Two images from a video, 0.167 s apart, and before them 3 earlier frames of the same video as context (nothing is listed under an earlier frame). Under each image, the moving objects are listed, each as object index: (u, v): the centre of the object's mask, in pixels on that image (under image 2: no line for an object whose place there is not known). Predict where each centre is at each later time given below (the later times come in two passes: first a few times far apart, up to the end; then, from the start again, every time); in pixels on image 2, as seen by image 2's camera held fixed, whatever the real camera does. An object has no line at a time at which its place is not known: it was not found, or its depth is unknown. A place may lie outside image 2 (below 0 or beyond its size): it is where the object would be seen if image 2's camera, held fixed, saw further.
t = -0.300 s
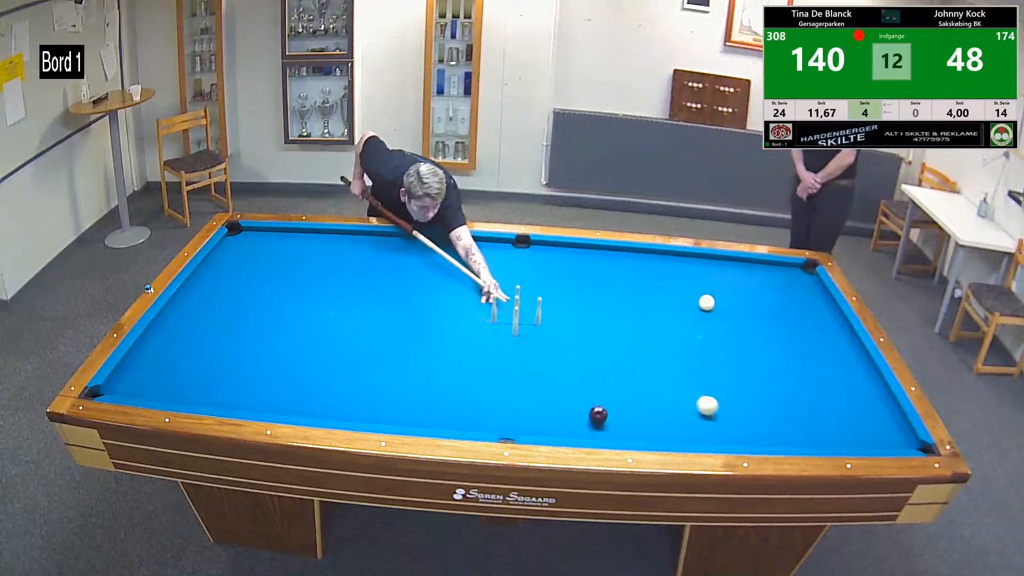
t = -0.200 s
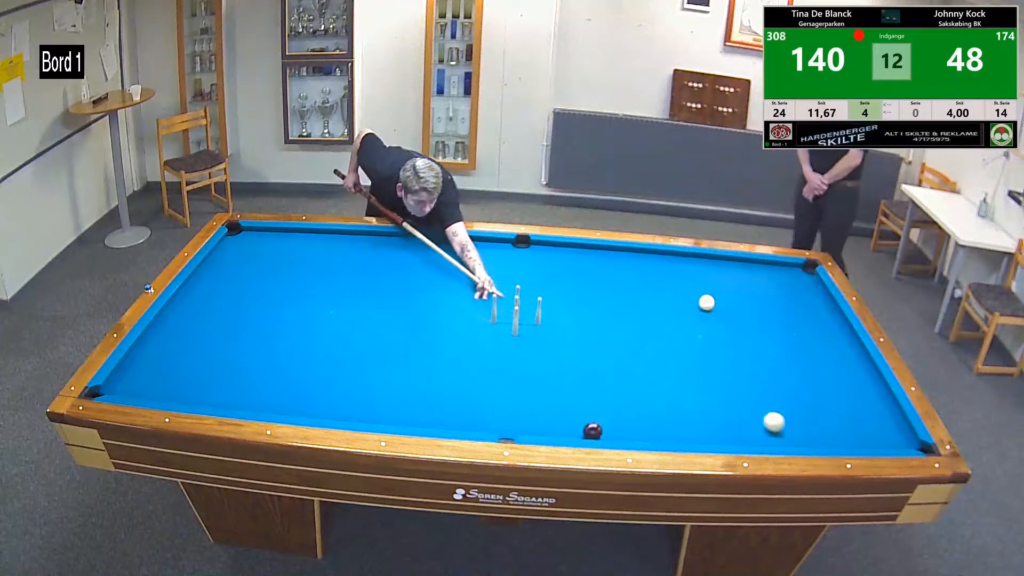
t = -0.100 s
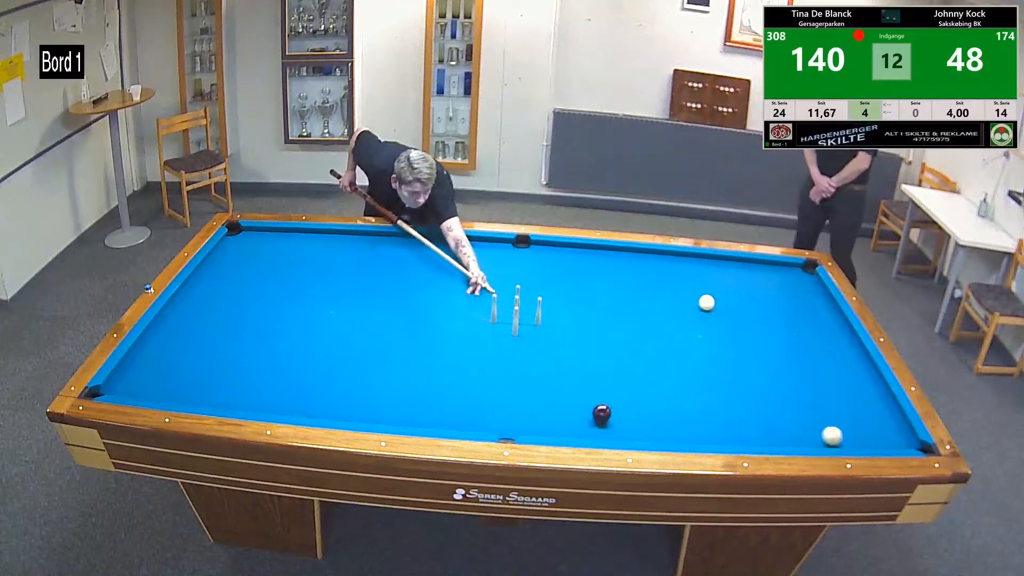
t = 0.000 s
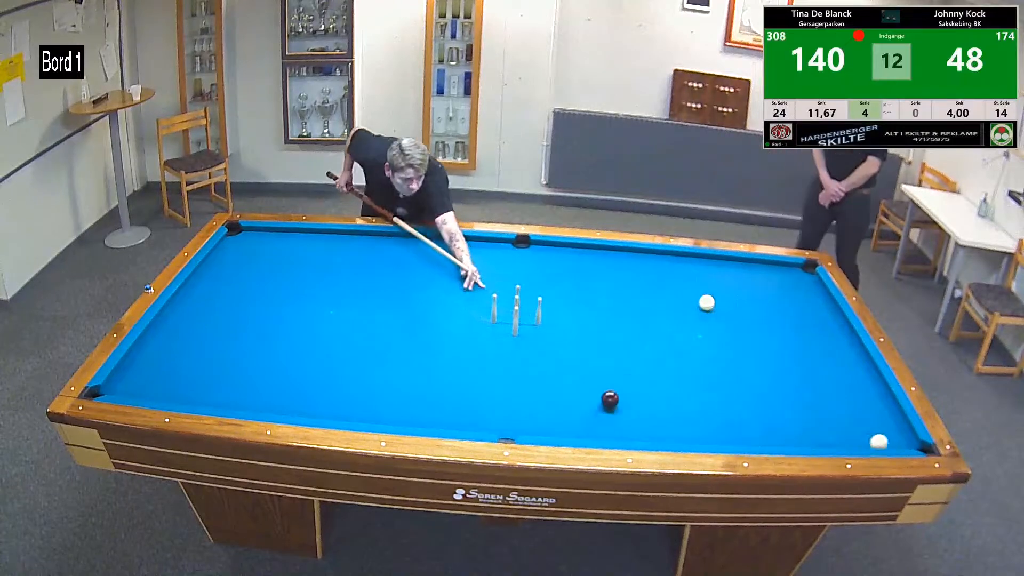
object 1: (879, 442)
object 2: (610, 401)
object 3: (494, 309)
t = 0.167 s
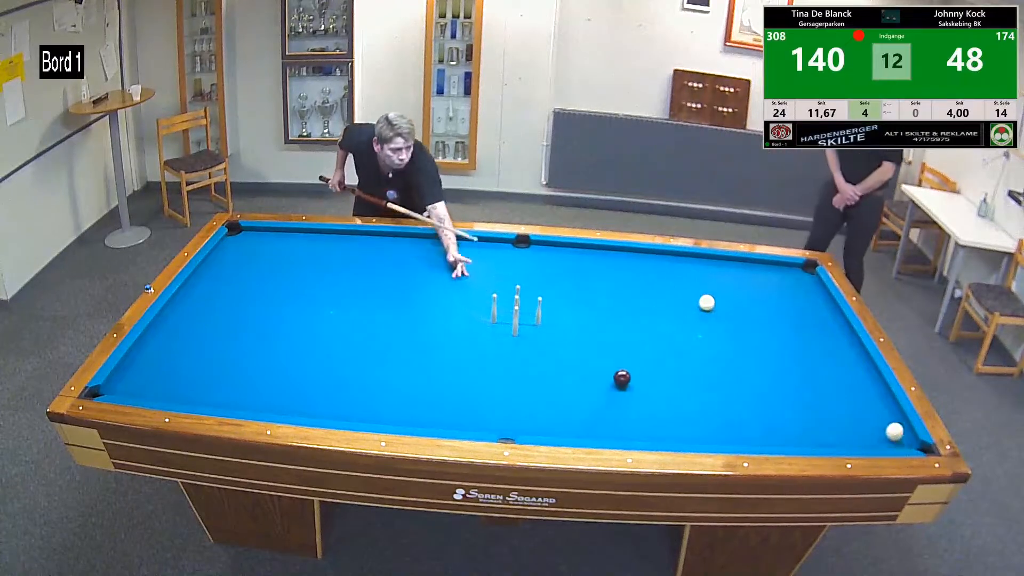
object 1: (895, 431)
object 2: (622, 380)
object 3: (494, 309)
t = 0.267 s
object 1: (867, 424)
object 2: (629, 368)
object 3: (494, 309)
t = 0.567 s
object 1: (795, 403)
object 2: (647, 336)
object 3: (494, 309)
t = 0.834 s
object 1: (730, 383)
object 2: (660, 312)
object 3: (494, 309)
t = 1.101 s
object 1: (666, 365)
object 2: (672, 291)
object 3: (494, 309)
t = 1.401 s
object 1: (597, 344)
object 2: (683, 271)
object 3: (494, 309)
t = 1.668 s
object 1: (539, 327)
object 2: (692, 257)
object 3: (494, 310)
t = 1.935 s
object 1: (487, 312)
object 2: (700, 268)
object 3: (472, 309)
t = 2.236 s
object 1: (437, 298)
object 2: (709, 279)
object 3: (409, 311)
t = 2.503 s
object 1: (396, 286)
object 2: (717, 290)
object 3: (384, 320)
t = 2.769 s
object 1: (359, 275)
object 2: (725, 301)
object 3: (371, 332)
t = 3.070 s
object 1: (321, 264)
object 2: (734, 313)
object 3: (369, 347)
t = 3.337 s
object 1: (290, 255)
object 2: (742, 324)
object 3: (378, 359)
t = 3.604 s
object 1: (262, 247)
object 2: (750, 335)
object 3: (394, 367)
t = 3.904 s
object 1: (234, 239)
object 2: (759, 348)
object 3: (414, 372)
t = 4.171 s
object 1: (242, 236)
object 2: (767, 359)
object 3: (431, 373)
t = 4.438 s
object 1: (262, 233)
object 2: (775, 370)
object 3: (446, 371)
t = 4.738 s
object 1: (283, 231)
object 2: (784, 382)
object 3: (458, 368)
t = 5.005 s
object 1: (296, 232)
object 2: (792, 393)
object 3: (466, 365)
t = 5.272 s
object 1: (308, 234)
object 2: (799, 403)
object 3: (472, 362)
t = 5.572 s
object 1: (321, 236)
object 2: (808, 414)
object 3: (475, 360)
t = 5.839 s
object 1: (332, 238)
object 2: (815, 424)
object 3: (476, 359)
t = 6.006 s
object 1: (338, 239)
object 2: (819, 430)
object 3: (476, 359)
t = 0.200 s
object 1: (885, 429)
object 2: (624, 376)
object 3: (494, 309)
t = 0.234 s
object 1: (876, 427)
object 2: (626, 372)
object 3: (494, 309)
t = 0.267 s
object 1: (867, 424)
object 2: (629, 368)
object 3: (494, 309)
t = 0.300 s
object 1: (859, 422)
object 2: (631, 364)
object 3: (494, 309)
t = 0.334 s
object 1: (851, 420)
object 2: (633, 361)
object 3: (494, 309)
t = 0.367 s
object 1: (843, 417)
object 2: (635, 357)
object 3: (494, 309)
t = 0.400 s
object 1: (835, 415)
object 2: (637, 353)
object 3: (494, 309)
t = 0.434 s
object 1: (827, 412)
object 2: (639, 350)
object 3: (494, 309)
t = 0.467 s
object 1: (819, 410)
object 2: (641, 346)
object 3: (494, 309)
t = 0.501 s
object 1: (811, 408)
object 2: (643, 343)
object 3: (494, 309)
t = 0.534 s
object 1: (803, 405)
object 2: (645, 340)
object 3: (494, 309)
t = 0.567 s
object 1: (795, 403)
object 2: (647, 336)
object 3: (494, 309)
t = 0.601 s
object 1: (787, 401)
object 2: (648, 333)
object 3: (494, 309)
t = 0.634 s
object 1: (778, 398)
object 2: (650, 330)
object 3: (494, 309)
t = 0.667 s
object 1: (770, 396)
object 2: (652, 327)
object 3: (494, 309)
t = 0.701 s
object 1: (763, 393)
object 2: (654, 324)
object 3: (494, 309)
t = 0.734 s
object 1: (754, 391)
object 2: (655, 321)
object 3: (494, 309)
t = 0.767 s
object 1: (746, 388)
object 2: (657, 318)
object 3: (494, 309)
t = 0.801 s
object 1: (738, 386)
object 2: (658, 315)
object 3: (494, 309)
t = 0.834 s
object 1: (730, 383)
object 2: (660, 312)
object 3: (494, 309)
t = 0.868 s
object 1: (722, 381)
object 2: (662, 309)
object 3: (494, 309)
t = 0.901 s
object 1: (714, 379)
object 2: (663, 307)
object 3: (494, 309)
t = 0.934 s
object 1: (706, 377)
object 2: (665, 304)
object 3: (494, 309)
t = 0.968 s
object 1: (698, 374)
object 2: (666, 301)
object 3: (494, 309)
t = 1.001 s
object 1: (690, 371)
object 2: (668, 299)
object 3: (494, 309)
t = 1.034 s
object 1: (682, 369)
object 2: (669, 296)
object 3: (494, 309)
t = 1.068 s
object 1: (674, 367)
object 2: (671, 294)
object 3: (494, 309)
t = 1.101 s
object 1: (666, 365)
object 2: (672, 291)
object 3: (494, 309)
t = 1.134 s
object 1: (658, 362)
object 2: (673, 288)
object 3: (494, 309)
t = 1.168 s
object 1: (650, 360)
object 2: (675, 286)
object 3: (494, 310)
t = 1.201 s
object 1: (643, 358)
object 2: (676, 284)
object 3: (494, 310)
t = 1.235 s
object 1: (635, 355)
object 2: (677, 282)
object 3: (494, 310)
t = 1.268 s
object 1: (627, 353)
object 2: (678, 280)
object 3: (494, 310)
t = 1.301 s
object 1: (620, 351)
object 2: (680, 277)
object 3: (494, 310)
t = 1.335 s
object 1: (612, 349)
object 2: (681, 275)
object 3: (494, 310)
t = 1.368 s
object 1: (604, 346)
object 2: (682, 273)
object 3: (494, 309)
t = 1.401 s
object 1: (597, 344)
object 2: (683, 271)
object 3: (494, 309)
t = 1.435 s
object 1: (590, 342)
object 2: (684, 269)
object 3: (494, 309)
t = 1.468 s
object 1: (582, 340)
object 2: (686, 267)
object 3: (494, 310)
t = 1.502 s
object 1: (575, 338)
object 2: (687, 265)
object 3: (494, 310)
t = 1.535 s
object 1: (567, 335)
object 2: (688, 262)
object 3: (494, 309)
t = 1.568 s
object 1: (560, 333)
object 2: (689, 260)
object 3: (494, 310)
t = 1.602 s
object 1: (553, 331)
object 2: (690, 259)
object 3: (494, 309)
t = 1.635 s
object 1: (546, 329)
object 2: (691, 257)
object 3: (494, 310)
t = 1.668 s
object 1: (539, 327)
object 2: (692, 257)
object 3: (494, 310)
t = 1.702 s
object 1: (532, 325)
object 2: (693, 259)
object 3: (494, 309)
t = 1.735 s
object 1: (526, 323)
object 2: (694, 259)
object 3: (494, 309)
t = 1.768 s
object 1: (519, 320)
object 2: (695, 260)
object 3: (494, 310)
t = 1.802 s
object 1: (509, 319)
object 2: (696, 262)
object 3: (494, 309)
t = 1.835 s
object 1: (505, 317)
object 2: (697, 263)
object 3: (494, 309)
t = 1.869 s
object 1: (500, 315)
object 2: (698, 265)
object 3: (489, 309)
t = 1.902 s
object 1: (494, 314)
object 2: (699, 266)
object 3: (482, 308)
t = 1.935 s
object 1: (487, 312)
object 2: (700, 268)
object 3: (472, 309)
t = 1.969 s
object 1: (481, 310)
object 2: (701, 269)
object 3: (463, 307)
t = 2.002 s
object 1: (476, 309)
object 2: (702, 270)
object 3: (454, 308)
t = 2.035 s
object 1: (470, 307)
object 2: (703, 271)
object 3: (446, 311)
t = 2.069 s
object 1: (464, 306)
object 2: (704, 273)
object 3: (437, 312)
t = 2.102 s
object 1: (459, 304)
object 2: (705, 274)
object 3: (431, 309)
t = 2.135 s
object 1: (453, 302)
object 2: (706, 275)
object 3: (425, 308)
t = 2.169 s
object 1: (448, 301)
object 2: (707, 277)
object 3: (419, 309)
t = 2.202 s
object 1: (443, 299)
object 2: (708, 278)
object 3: (414, 311)
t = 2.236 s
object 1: (437, 298)
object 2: (709, 279)
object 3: (409, 311)
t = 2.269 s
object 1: (432, 296)
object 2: (710, 281)
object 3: (406, 311)
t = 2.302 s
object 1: (427, 295)
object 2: (710, 282)
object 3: (402, 312)
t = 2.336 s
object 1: (421, 293)
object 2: (712, 283)
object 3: (398, 314)
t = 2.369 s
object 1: (416, 291)
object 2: (713, 284)
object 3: (395, 314)
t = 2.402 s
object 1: (411, 290)
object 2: (714, 286)
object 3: (392, 316)
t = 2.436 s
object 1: (406, 289)
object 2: (715, 287)
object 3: (389, 317)
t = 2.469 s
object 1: (401, 287)
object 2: (715, 289)
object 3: (387, 318)
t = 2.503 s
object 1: (396, 286)
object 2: (717, 290)
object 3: (384, 320)
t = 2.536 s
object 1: (392, 284)
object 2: (718, 291)
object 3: (382, 321)
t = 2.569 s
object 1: (387, 283)
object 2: (719, 292)
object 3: (380, 322)
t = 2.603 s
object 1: (382, 282)
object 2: (720, 294)
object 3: (378, 324)
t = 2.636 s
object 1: (377, 280)
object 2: (721, 295)
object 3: (376, 326)
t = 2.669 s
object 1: (373, 279)
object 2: (722, 297)
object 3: (374, 327)
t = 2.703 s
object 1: (368, 278)
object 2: (723, 298)
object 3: (373, 329)
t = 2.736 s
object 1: (364, 276)
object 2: (724, 299)
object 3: (372, 331)
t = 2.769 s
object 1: (359, 275)
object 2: (725, 301)
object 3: (371, 332)
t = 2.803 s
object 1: (355, 274)
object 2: (726, 302)
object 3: (370, 334)
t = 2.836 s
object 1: (350, 272)
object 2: (727, 304)
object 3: (369, 336)
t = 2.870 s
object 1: (346, 271)
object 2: (728, 305)
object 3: (369, 337)
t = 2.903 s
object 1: (342, 270)
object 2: (729, 306)
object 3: (368, 339)
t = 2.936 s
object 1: (338, 269)
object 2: (730, 308)
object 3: (368, 341)
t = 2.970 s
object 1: (333, 267)
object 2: (731, 309)
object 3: (368, 342)
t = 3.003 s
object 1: (329, 266)
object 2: (732, 310)
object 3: (369, 344)
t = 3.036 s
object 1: (325, 265)
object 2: (733, 312)
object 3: (369, 346)
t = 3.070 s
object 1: (321, 264)
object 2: (734, 313)
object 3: (369, 347)
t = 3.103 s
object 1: (317, 263)
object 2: (735, 315)
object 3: (370, 349)
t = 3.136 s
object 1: (313, 262)
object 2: (736, 316)
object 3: (371, 350)
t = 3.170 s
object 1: (309, 261)
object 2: (737, 317)
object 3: (372, 352)
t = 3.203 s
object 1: (305, 259)
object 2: (738, 319)
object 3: (373, 353)
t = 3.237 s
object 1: (301, 258)
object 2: (739, 320)
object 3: (374, 355)
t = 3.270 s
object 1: (297, 257)
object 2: (740, 321)
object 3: (376, 356)
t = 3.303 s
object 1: (294, 256)
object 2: (741, 323)
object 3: (377, 358)
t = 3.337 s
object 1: (290, 255)
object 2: (742, 324)
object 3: (378, 359)
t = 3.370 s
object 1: (286, 254)
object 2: (743, 326)
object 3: (380, 360)
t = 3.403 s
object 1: (283, 253)
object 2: (744, 327)
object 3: (382, 361)
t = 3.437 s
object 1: (280, 252)
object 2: (745, 328)
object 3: (384, 362)
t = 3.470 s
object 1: (276, 251)
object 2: (746, 330)
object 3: (385, 363)
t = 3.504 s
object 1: (272, 250)
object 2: (747, 331)
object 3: (387, 365)
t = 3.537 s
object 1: (269, 249)
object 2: (748, 333)
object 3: (389, 366)
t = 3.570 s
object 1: (266, 248)
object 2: (749, 334)
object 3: (391, 366)
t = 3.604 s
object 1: (262, 247)
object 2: (750, 335)
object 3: (394, 367)
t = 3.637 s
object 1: (259, 246)
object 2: (751, 337)
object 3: (396, 368)
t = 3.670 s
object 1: (256, 245)
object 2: (752, 338)
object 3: (398, 369)
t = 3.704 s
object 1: (252, 244)
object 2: (753, 340)
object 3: (400, 369)
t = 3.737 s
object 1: (249, 244)
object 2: (754, 341)
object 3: (402, 370)
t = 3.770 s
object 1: (246, 243)
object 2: (755, 342)
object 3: (405, 370)
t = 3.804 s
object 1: (243, 242)
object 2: (756, 344)
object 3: (407, 371)
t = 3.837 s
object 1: (240, 241)
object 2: (757, 345)
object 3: (409, 371)
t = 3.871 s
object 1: (237, 240)
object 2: (758, 346)
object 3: (411, 372)
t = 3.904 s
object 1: (234, 239)
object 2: (759, 348)
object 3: (414, 372)
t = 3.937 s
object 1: (231, 238)
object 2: (760, 349)
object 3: (416, 372)
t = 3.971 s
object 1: (228, 237)
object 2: (761, 351)
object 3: (418, 373)
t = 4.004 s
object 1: (230, 237)
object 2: (762, 352)
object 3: (421, 373)
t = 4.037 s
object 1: (232, 237)
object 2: (763, 353)
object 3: (423, 373)
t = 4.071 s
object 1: (235, 237)
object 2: (764, 355)
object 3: (425, 373)
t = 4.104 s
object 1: (237, 236)
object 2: (765, 356)
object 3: (427, 373)
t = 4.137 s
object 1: (240, 236)
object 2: (766, 357)
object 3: (429, 373)
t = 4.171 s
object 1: (242, 236)
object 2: (767, 359)
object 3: (431, 373)
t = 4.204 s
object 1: (245, 235)
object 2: (768, 360)
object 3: (433, 372)
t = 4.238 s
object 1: (247, 235)
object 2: (769, 361)
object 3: (435, 372)
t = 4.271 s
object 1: (250, 235)
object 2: (771, 363)
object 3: (437, 372)
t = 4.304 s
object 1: (252, 234)
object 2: (771, 364)
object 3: (439, 372)
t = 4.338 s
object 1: (255, 234)
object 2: (772, 366)
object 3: (441, 372)
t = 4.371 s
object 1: (257, 234)
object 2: (773, 367)
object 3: (443, 372)
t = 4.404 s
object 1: (259, 234)
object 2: (774, 369)
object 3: (444, 371)
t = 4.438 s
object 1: (262, 233)
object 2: (775, 370)
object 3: (446, 371)
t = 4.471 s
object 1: (264, 233)
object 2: (776, 371)
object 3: (448, 371)
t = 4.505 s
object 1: (267, 233)
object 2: (777, 373)
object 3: (449, 370)
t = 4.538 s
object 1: (269, 232)
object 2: (778, 374)
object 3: (450, 370)
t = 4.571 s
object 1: (271, 232)
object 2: (779, 375)
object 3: (452, 370)
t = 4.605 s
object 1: (274, 232)
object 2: (780, 377)
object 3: (454, 369)
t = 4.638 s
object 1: (276, 231)
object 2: (782, 378)
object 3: (455, 369)
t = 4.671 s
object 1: (278, 231)
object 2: (782, 379)
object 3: (456, 369)
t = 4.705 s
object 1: (281, 231)
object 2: (783, 381)
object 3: (457, 368)
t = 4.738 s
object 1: (283, 231)
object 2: (784, 382)
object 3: (458, 368)
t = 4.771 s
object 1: (285, 230)
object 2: (785, 383)
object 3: (460, 367)
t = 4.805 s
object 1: (287, 231)
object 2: (786, 385)
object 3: (461, 367)
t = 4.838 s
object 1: (288, 231)
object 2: (787, 386)
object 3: (462, 366)
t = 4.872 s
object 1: (290, 231)
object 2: (788, 387)
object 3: (463, 366)
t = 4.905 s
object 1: (291, 231)
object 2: (789, 389)
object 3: (464, 366)
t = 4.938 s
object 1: (293, 231)
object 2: (790, 390)
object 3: (465, 365)
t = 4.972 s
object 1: (294, 232)
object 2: (791, 391)
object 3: (466, 365)
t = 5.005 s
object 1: (296, 232)
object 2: (792, 393)
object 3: (466, 365)
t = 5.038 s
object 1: (297, 232)
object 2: (793, 394)
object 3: (467, 364)
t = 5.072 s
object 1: (299, 233)
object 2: (794, 395)
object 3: (468, 364)
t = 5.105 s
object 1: (300, 233)
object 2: (795, 397)
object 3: (469, 363)
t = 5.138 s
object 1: (302, 233)
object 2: (796, 398)
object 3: (469, 363)
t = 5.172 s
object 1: (303, 233)
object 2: (796, 399)
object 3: (470, 363)
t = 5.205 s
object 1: (305, 233)
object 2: (797, 400)
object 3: (470, 363)
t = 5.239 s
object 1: (306, 234)
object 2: (798, 402)
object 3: (471, 362)
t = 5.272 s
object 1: (308, 234)
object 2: (799, 403)
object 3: (472, 362)
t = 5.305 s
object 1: (309, 234)
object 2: (800, 404)
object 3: (472, 362)
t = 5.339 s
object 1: (311, 234)
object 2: (801, 406)
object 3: (473, 361)
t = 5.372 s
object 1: (312, 235)
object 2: (802, 407)
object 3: (473, 361)
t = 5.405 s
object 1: (313, 235)
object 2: (803, 408)
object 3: (473, 361)
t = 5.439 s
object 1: (315, 235)
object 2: (804, 409)
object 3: (473, 360)
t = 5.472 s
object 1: (316, 235)
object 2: (805, 411)
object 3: (474, 360)
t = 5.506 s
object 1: (318, 236)
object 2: (806, 412)
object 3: (474, 360)
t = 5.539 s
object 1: (319, 236)
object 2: (807, 413)
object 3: (474, 360)
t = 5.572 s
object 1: (321, 236)
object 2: (808, 414)
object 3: (475, 360)
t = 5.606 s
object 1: (322, 236)
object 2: (809, 416)
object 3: (475, 360)
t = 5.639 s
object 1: (324, 237)
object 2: (809, 417)
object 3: (475, 359)
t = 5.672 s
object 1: (325, 237)
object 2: (810, 418)
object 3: (475, 359)
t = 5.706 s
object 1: (326, 237)
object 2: (811, 419)
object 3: (475, 359)
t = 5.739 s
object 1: (328, 237)
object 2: (812, 420)
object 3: (476, 359)
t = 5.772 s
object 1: (329, 237)
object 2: (813, 421)
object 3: (476, 359)
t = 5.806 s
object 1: (331, 238)
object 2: (814, 423)
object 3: (476, 359)
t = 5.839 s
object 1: (332, 238)
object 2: (815, 424)
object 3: (476, 359)
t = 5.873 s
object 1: (333, 238)
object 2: (815, 425)
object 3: (476, 359)
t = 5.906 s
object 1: (334, 238)
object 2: (816, 426)
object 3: (476, 359)
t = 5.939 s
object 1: (336, 239)
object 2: (817, 427)
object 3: (476, 359)
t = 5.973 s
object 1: (337, 239)
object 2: (818, 429)
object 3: (476, 359)
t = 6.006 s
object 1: (338, 239)
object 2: (819, 430)
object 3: (476, 359)
